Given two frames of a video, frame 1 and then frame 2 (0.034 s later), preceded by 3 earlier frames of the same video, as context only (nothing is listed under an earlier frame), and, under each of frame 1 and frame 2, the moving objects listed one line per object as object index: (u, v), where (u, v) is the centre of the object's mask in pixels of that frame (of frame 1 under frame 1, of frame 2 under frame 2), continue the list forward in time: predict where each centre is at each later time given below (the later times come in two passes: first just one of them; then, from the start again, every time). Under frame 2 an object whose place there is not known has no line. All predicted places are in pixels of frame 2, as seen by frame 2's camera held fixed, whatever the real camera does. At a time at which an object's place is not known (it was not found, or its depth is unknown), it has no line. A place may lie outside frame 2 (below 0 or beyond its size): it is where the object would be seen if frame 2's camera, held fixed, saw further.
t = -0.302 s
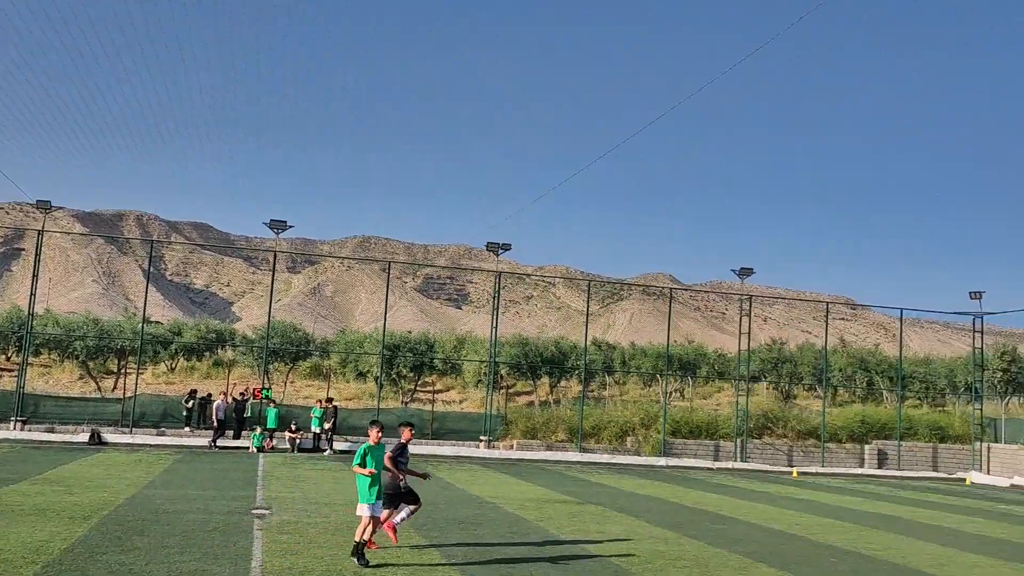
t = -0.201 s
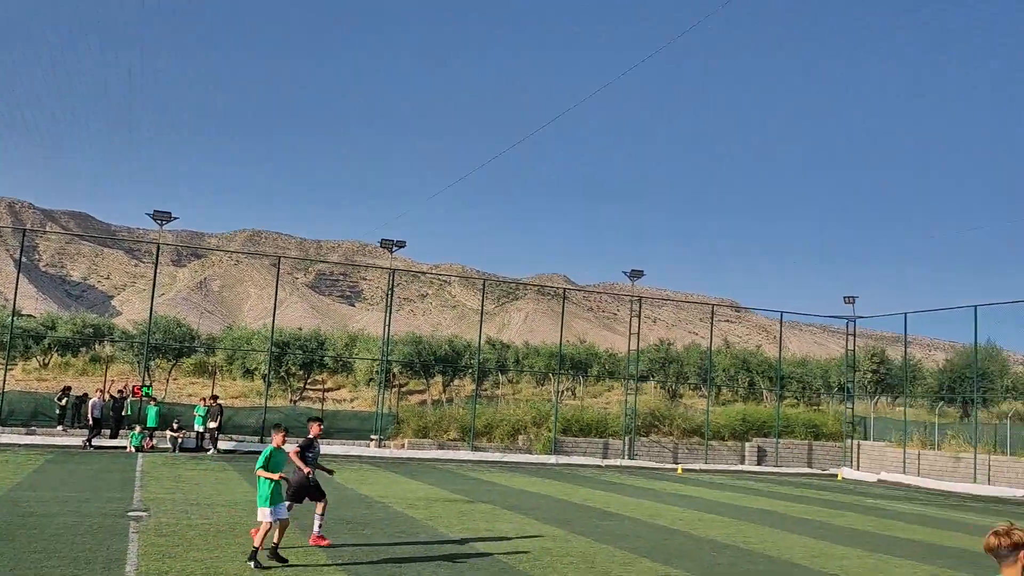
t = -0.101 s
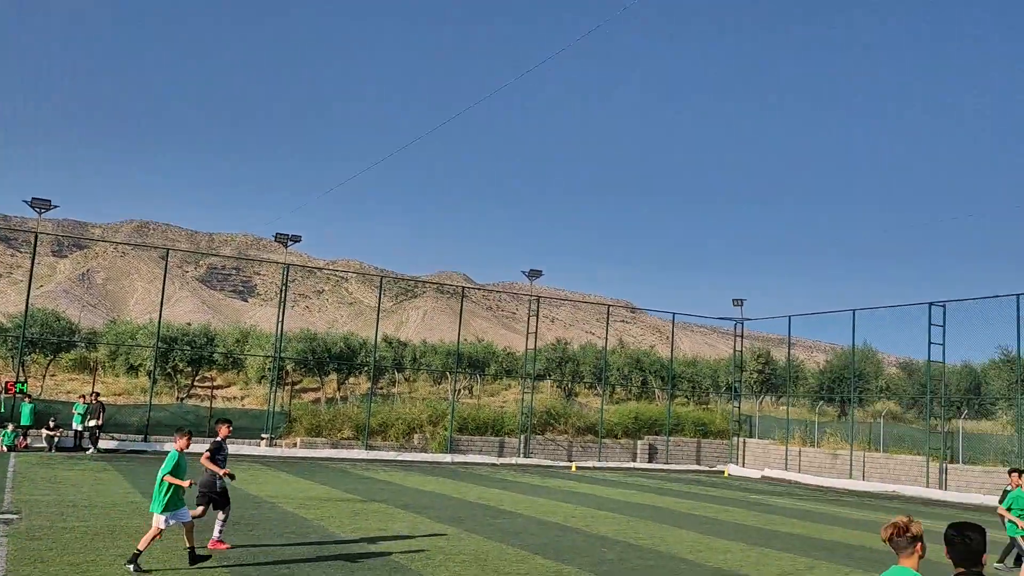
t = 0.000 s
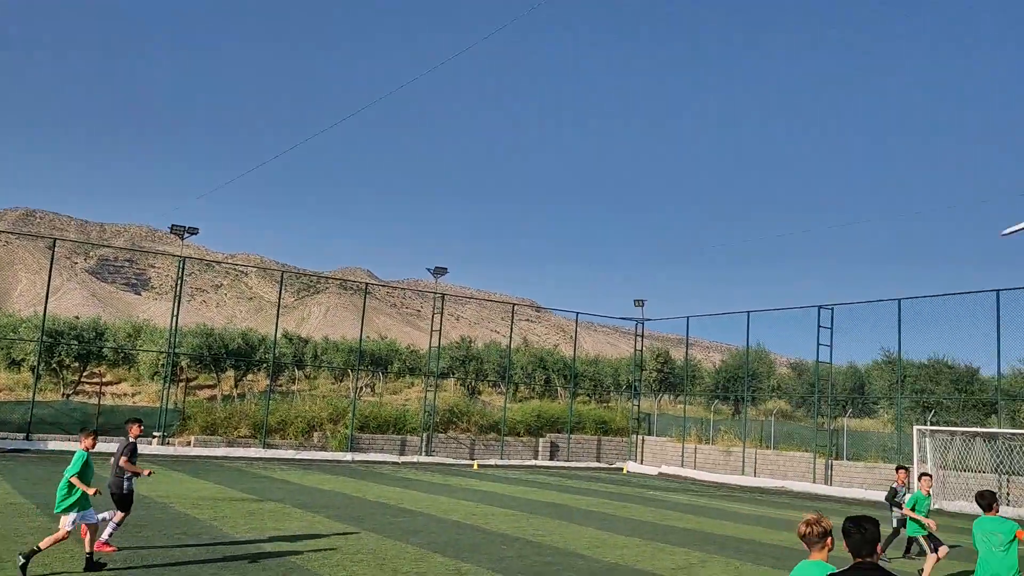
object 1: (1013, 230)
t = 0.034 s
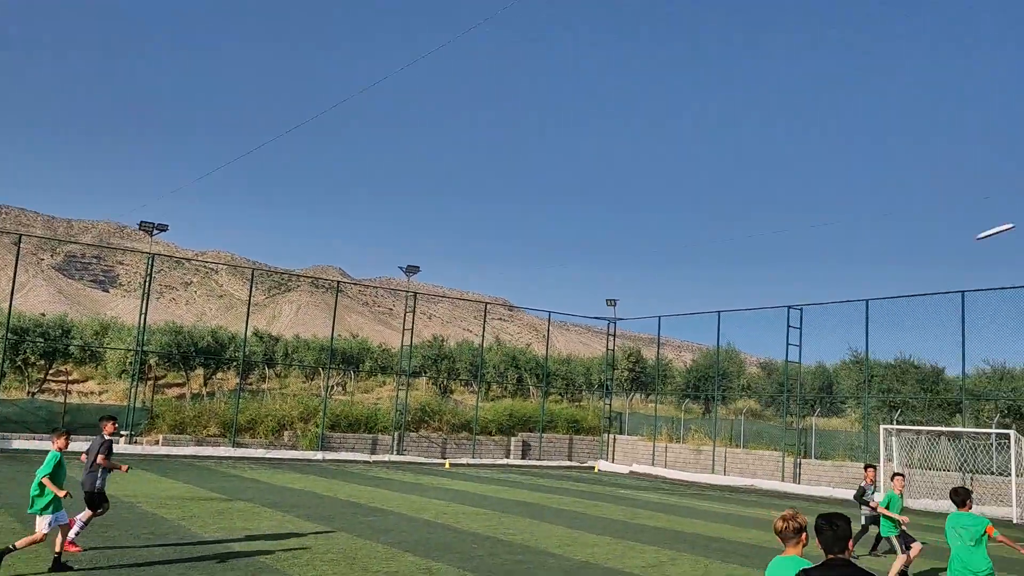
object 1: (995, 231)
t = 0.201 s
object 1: (1026, 245)
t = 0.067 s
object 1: (1004, 234)
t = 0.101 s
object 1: (1011, 236)
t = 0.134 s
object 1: (1017, 239)
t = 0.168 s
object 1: (1022, 242)
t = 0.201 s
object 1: (1026, 245)
